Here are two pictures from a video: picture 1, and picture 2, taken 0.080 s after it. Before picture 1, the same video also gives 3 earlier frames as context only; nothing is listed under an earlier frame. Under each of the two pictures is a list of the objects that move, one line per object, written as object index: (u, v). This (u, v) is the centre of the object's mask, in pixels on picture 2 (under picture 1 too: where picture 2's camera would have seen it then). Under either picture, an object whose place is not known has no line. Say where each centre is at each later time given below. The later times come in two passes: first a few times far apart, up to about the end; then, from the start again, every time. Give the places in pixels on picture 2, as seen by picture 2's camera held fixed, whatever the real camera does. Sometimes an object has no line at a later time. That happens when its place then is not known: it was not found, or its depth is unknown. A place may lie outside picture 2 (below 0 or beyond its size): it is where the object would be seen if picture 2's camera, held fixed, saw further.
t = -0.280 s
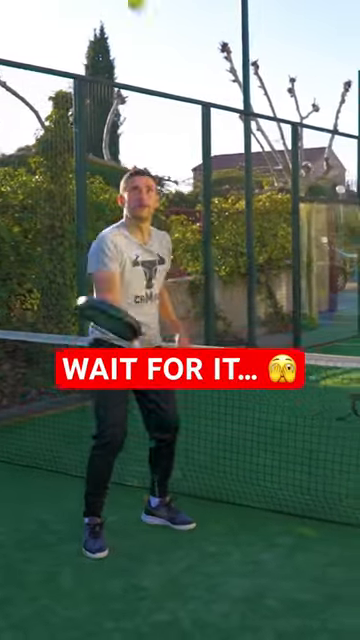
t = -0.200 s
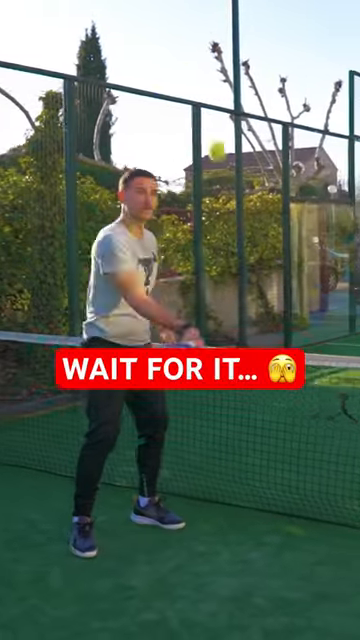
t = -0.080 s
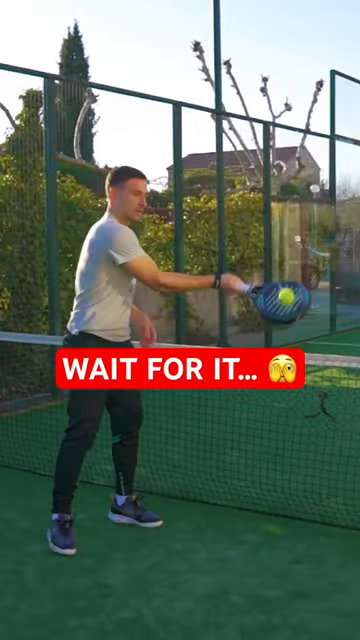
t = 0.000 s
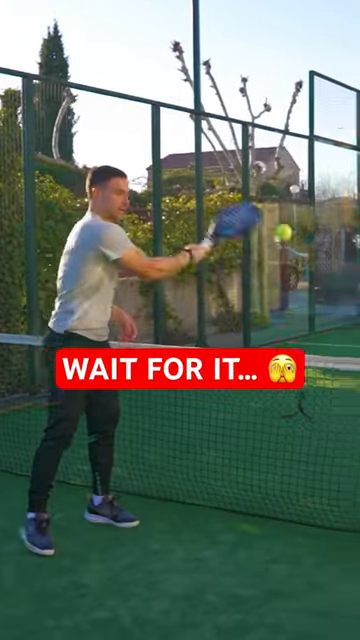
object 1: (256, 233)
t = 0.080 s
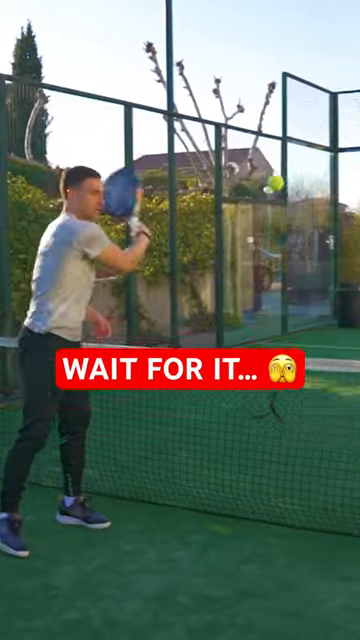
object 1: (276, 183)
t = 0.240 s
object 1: (315, 121)
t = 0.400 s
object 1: (358, 117)
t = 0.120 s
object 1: (285, 161)
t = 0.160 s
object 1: (295, 144)
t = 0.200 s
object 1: (305, 131)
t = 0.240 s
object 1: (315, 121)
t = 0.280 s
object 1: (326, 114)
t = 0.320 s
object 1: (336, 112)
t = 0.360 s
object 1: (347, 112)
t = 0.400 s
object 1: (358, 117)
